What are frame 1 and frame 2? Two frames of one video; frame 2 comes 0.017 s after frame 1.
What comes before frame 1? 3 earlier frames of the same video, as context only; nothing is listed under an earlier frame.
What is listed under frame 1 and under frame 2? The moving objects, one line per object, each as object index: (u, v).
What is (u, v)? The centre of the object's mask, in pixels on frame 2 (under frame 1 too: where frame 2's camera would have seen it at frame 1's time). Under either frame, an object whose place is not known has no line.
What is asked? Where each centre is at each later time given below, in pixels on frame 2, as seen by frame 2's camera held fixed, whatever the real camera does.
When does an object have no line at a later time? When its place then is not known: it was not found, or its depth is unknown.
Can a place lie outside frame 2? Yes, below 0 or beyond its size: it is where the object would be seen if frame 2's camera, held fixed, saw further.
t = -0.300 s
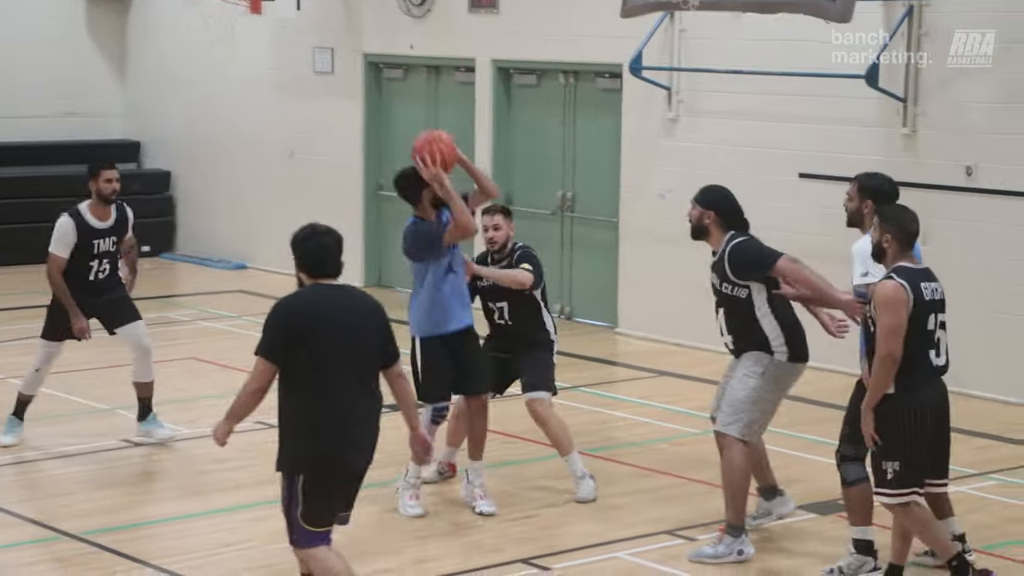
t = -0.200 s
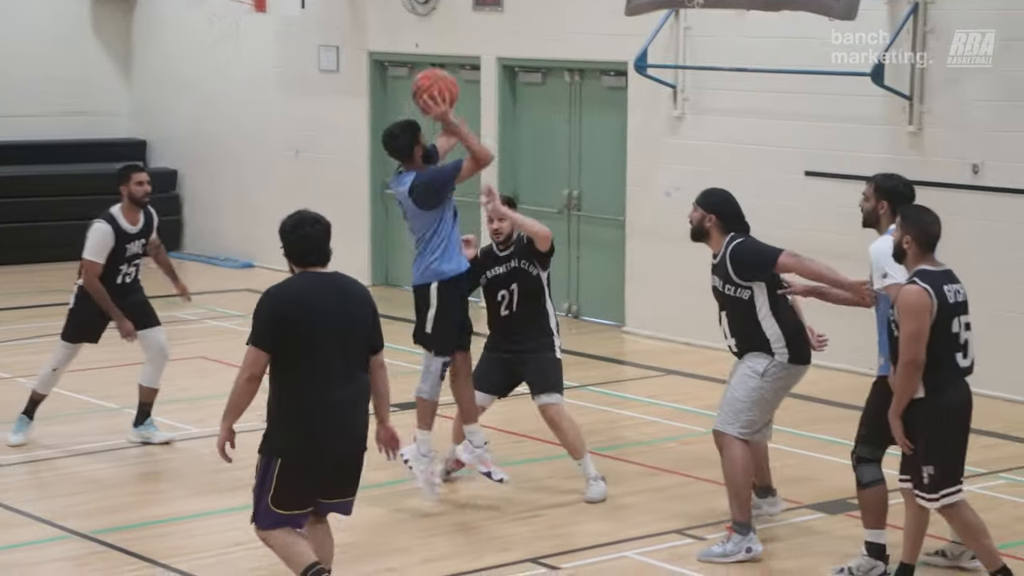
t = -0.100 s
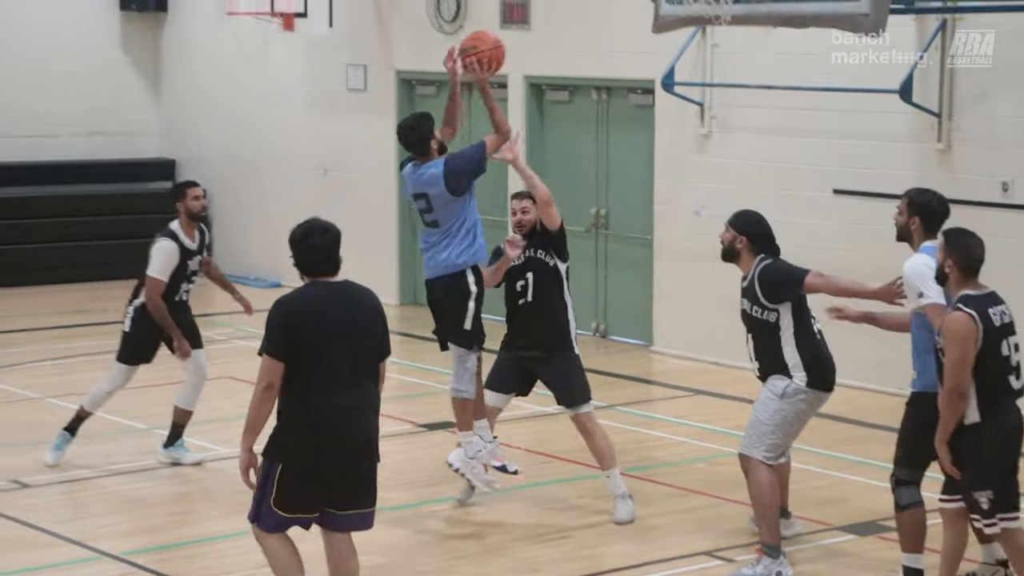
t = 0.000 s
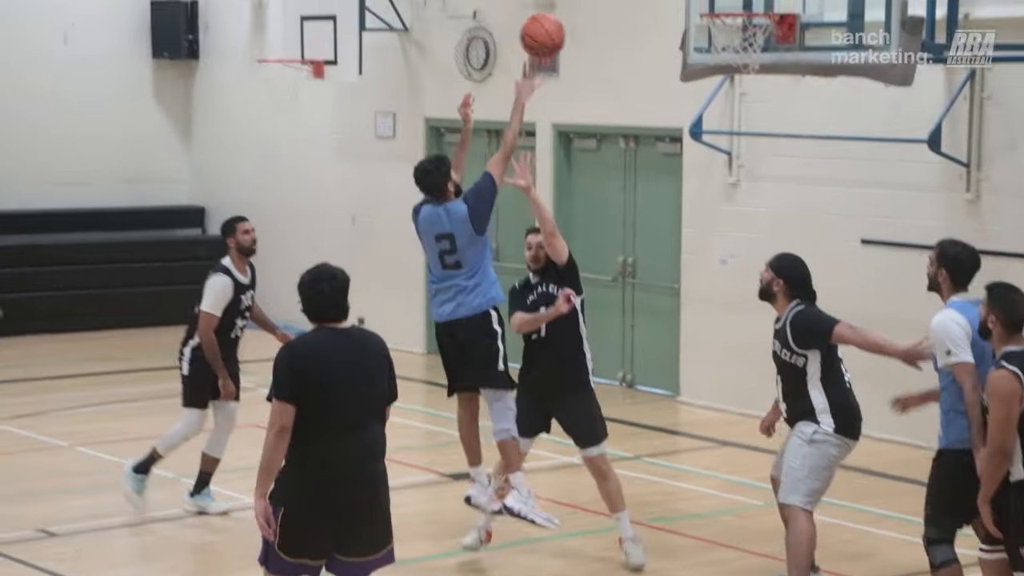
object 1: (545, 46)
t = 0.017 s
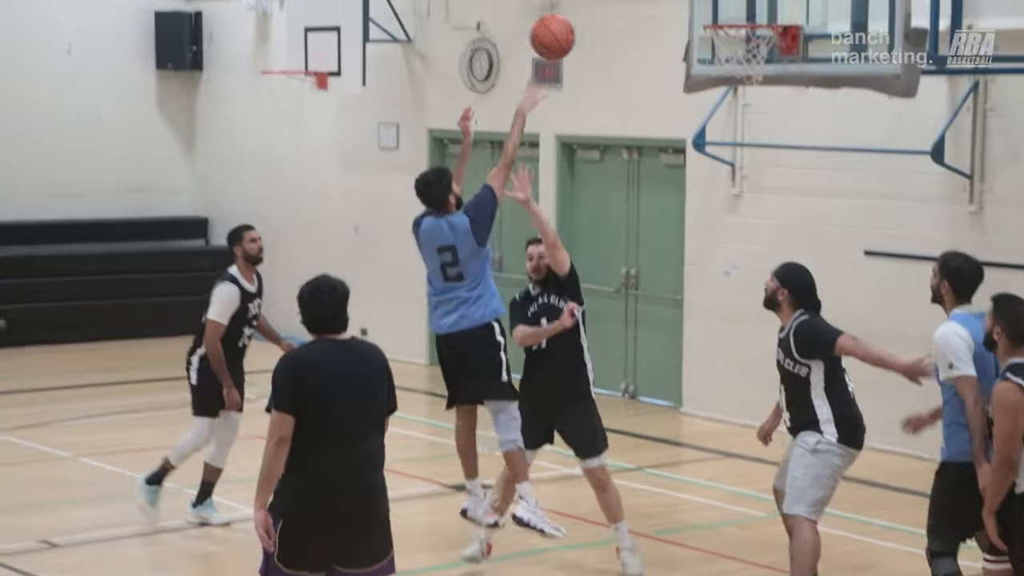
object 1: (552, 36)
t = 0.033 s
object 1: (559, 28)
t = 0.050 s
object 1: (566, 18)
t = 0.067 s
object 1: (573, 9)
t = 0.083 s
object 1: (579, 1)
